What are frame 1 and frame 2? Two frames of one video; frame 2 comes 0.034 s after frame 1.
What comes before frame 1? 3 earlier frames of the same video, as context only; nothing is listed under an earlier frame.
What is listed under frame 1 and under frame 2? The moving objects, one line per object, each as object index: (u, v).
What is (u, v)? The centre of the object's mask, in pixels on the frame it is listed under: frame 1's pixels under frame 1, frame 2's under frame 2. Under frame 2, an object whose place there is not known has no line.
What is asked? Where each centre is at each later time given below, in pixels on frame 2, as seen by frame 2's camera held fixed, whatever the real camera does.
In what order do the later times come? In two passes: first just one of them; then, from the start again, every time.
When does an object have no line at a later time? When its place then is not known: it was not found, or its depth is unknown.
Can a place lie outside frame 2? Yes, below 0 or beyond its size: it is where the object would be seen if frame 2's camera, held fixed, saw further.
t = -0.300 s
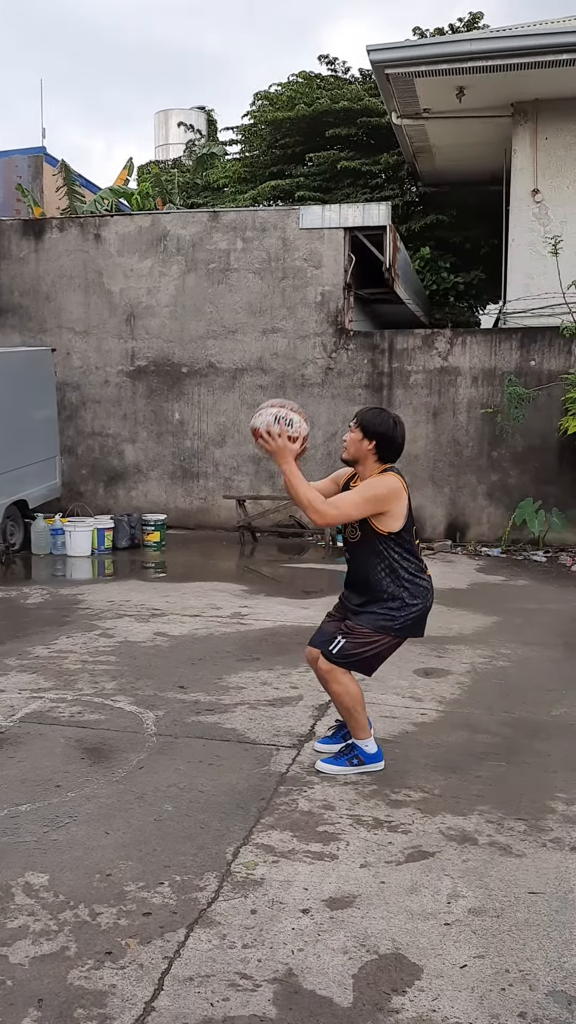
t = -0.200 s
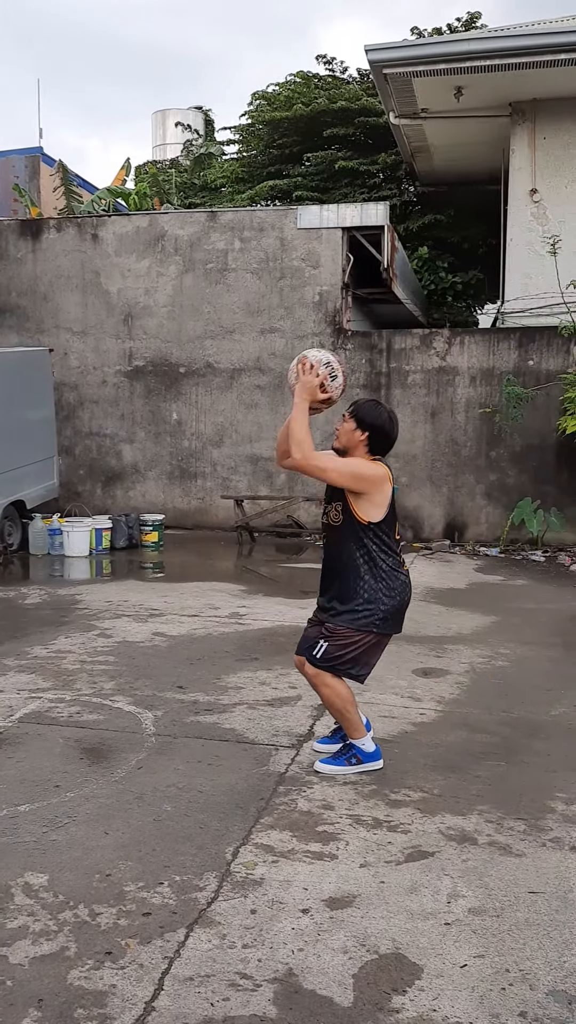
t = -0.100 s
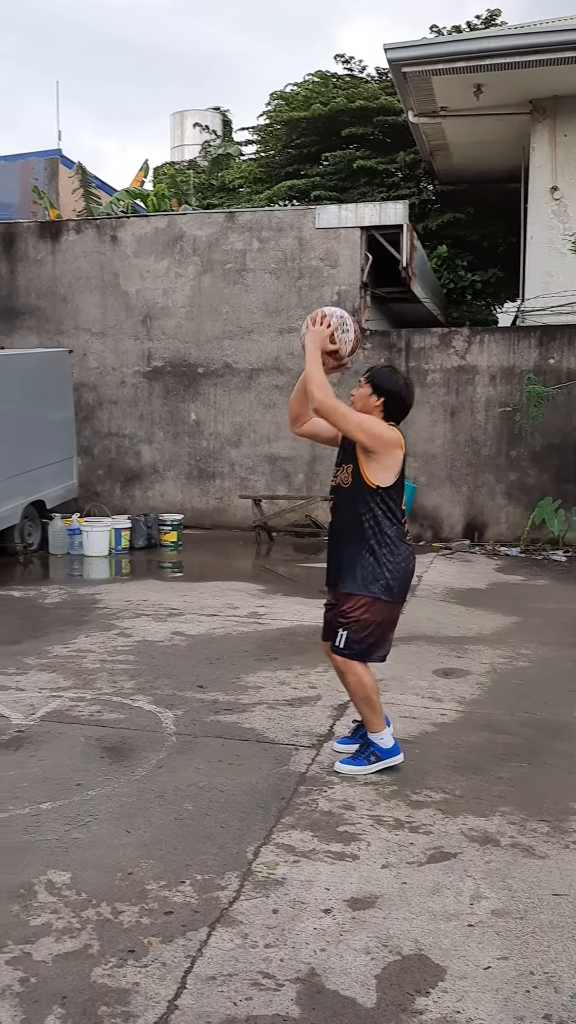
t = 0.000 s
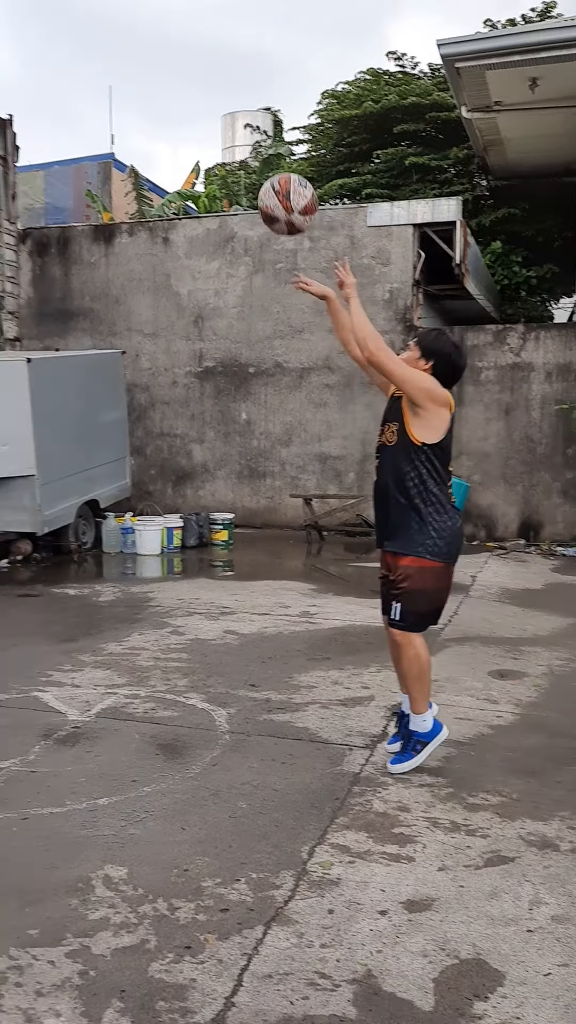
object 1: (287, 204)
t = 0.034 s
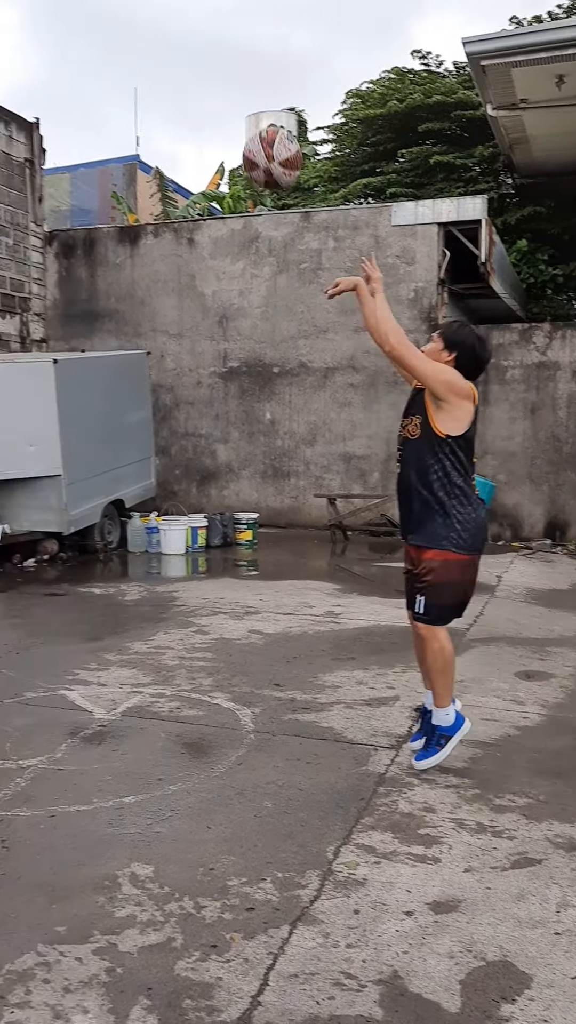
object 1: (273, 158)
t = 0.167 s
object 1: (121, 14)
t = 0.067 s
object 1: (234, 115)
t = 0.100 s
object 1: (196, 76)
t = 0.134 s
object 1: (158, 40)
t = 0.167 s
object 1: (121, 14)
